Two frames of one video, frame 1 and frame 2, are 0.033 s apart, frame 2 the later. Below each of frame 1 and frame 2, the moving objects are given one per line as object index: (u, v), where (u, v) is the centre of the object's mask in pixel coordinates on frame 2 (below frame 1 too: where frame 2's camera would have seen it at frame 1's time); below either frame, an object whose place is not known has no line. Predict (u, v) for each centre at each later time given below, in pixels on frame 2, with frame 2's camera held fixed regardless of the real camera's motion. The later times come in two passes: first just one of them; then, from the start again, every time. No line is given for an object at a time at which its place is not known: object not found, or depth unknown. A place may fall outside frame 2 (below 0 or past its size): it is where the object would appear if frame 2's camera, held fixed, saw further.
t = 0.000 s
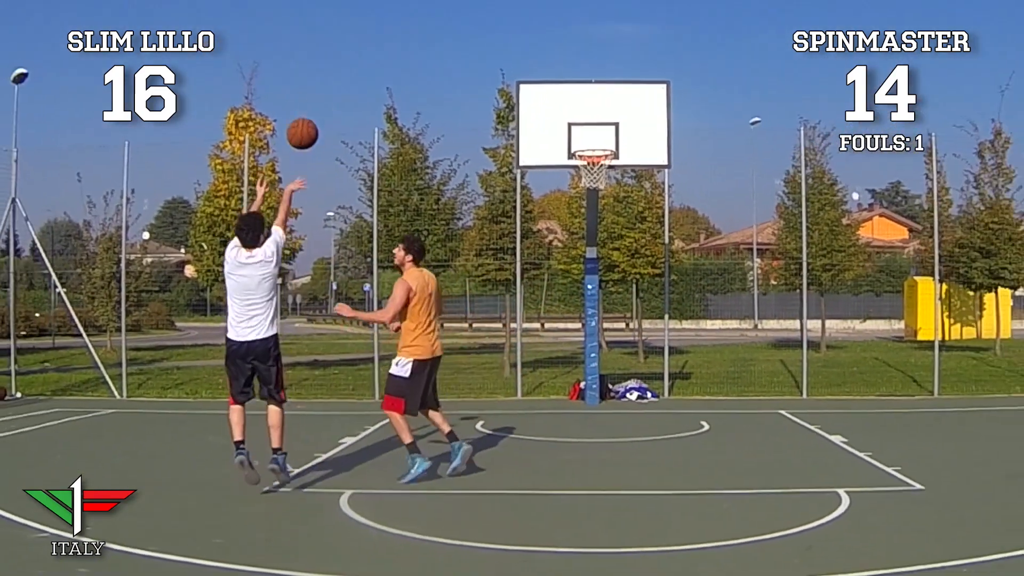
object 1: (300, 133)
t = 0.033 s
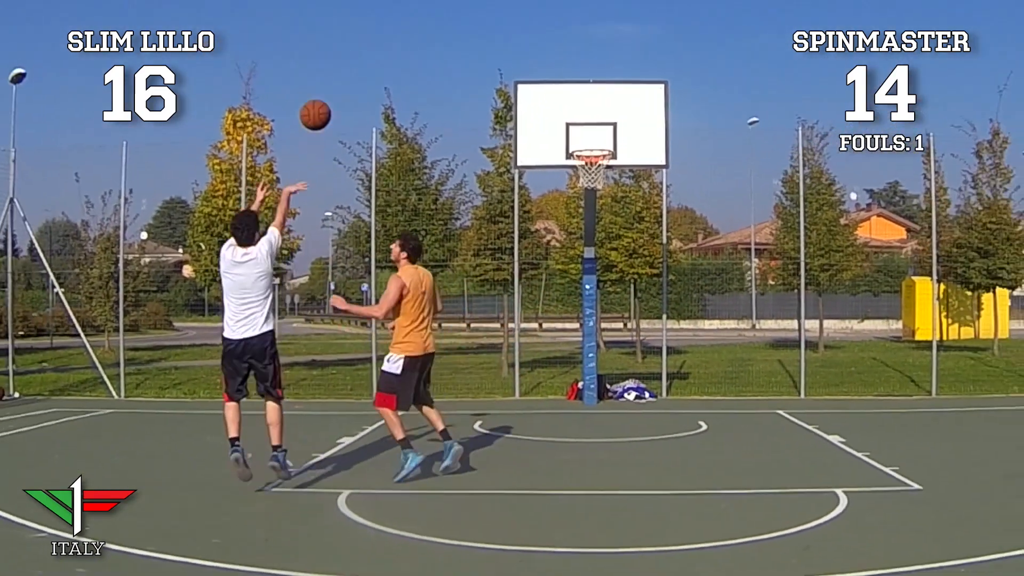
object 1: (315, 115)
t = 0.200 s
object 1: (383, 52)
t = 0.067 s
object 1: (330, 98)
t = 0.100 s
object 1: (344, 84)
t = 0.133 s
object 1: (358, 71)
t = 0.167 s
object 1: (371, 60)
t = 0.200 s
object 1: (383, 52)
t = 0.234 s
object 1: (395, 44)
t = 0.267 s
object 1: (407, 38)
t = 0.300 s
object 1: (418, 33)
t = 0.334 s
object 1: (428, 30)
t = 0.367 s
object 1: (438, 28)
